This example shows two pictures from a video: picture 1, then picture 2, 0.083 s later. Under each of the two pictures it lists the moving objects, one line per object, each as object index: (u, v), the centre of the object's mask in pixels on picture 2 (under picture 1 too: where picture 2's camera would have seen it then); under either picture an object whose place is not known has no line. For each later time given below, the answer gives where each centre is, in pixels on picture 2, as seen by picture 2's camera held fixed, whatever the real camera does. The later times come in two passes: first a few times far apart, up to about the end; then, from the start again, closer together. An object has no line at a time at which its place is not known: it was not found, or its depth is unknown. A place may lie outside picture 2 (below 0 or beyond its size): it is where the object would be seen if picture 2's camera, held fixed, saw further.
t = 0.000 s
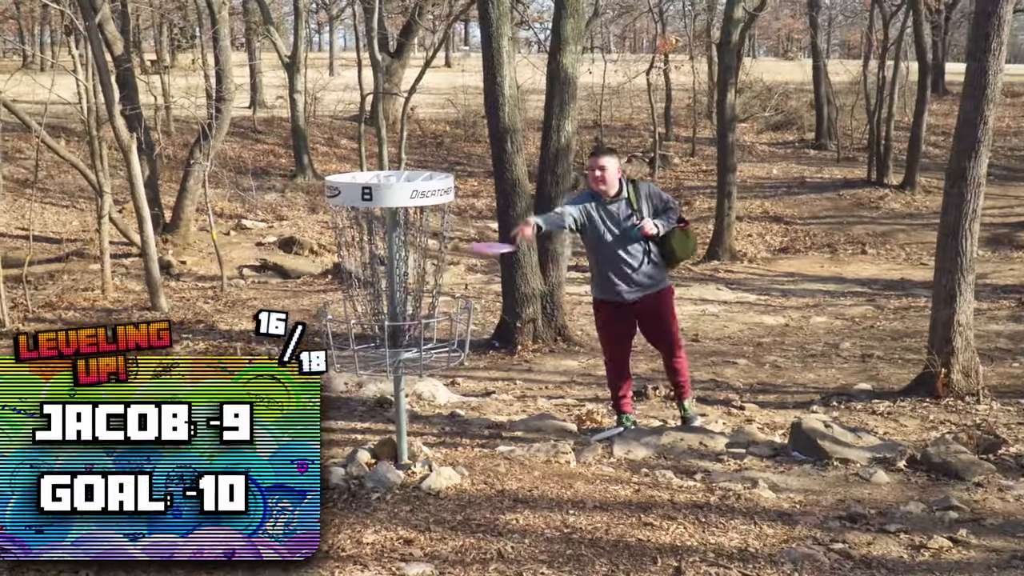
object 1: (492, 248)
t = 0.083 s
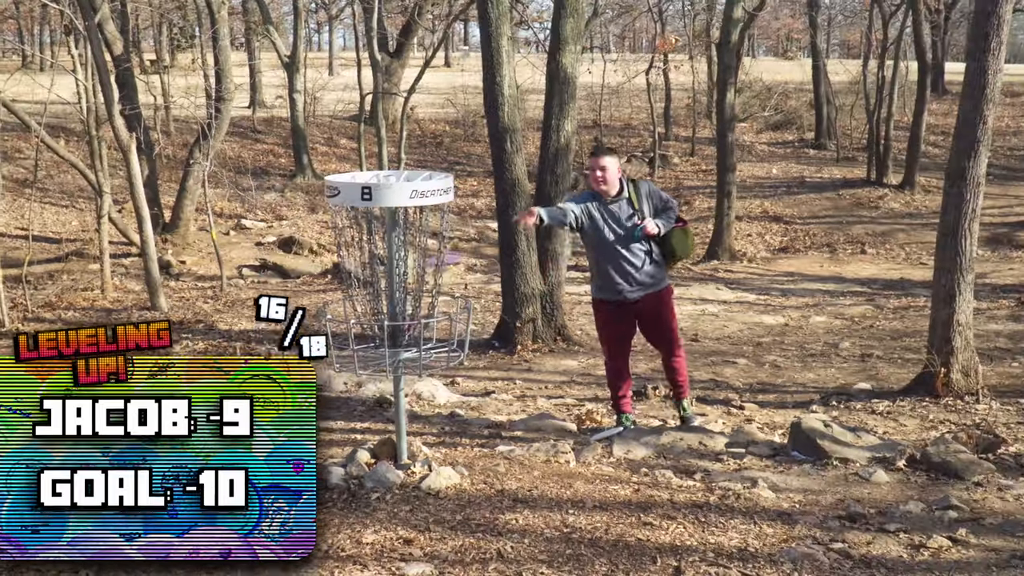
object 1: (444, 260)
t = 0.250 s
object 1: (406, 294)
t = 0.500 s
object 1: (418, 322)
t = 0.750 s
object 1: (435, 328)
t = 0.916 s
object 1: (437, 329)
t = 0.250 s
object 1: (406, 294)
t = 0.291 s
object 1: (407, 300)
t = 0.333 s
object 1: (410, 309)
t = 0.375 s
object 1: (410, 311)
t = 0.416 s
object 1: (412, 314)
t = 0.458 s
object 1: (413, 317)
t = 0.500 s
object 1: (418, 322)
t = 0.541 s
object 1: (421, 323)
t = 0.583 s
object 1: (424, 327)
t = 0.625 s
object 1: (427, 325)
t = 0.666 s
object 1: (430, 324)
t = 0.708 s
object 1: (433, 326)
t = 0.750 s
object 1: (435, 328)
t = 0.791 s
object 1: (435, 328)
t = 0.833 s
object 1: (435, 328)
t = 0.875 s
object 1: (436, 329)
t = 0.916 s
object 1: (437, 329)
